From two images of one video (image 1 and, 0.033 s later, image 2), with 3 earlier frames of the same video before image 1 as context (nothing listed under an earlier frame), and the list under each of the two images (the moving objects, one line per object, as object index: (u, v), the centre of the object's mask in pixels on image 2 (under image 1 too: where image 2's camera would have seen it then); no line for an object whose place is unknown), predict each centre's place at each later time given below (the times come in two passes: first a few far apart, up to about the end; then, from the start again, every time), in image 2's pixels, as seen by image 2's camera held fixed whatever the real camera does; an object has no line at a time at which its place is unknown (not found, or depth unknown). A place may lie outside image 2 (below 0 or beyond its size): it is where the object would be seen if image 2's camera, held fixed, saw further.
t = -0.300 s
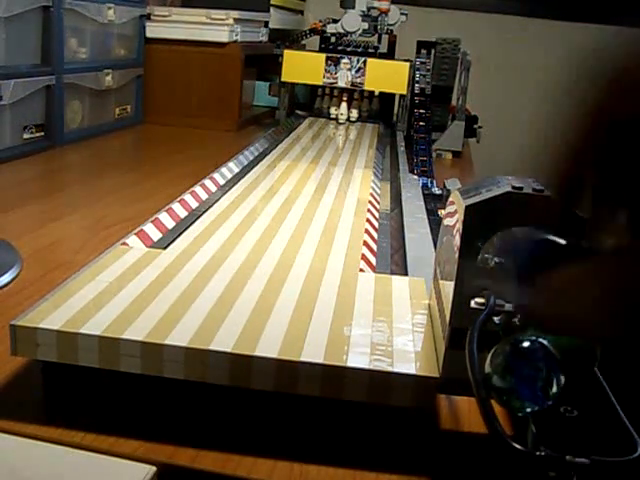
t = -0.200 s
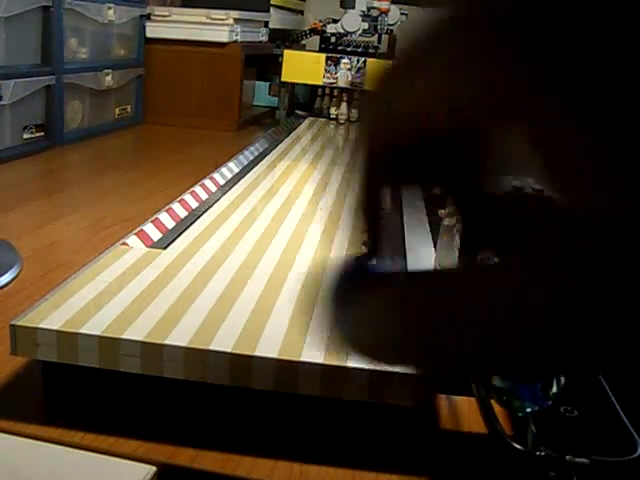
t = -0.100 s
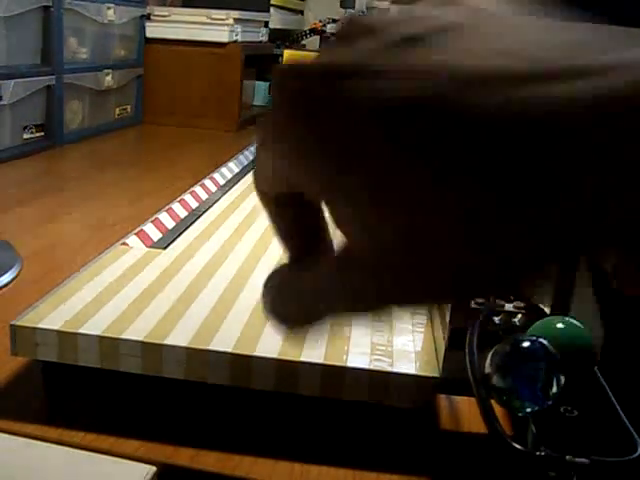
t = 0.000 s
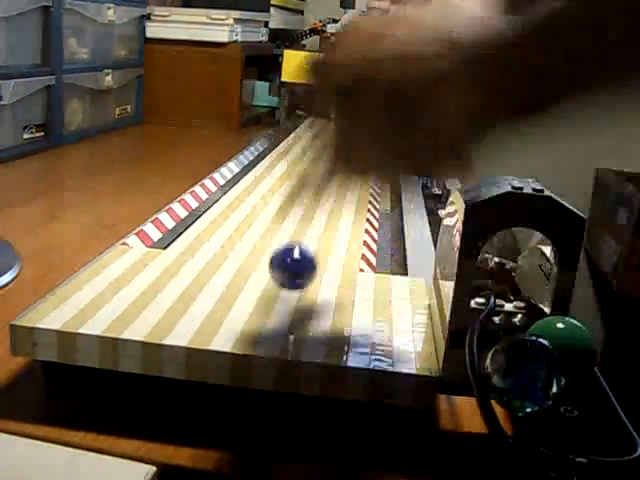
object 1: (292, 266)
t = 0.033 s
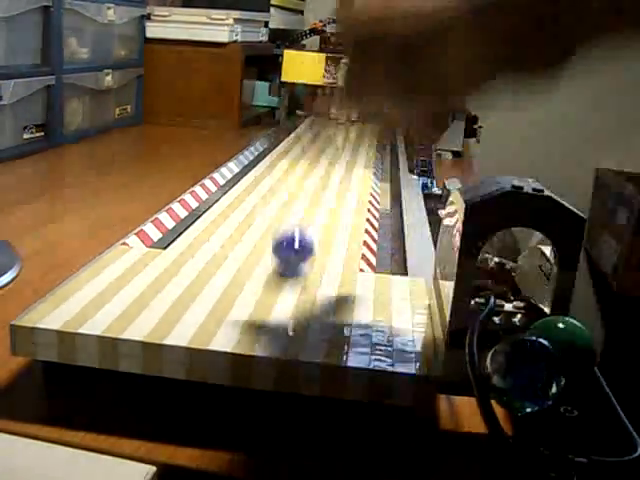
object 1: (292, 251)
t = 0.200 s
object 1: (297, 189)
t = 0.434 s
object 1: (309, 148)
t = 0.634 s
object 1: (317, 128)
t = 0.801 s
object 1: (323, 116)
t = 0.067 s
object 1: (292, 237)
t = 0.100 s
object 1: (293, 221)
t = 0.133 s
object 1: (294, 208)
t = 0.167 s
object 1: (296, 198)
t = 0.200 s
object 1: (297, 189)
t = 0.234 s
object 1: (299, 181)
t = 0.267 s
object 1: (301, 174)
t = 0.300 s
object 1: (302, 168)
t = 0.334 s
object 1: (304, 162)
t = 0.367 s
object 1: (305, 157)
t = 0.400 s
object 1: (307, 152)
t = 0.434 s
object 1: (309, 148)
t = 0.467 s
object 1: (310, 144)
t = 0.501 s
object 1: (311, 140)
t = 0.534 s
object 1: (312, 138)
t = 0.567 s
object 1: (314, 134)
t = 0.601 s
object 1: (315, 131)
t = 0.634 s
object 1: (317, 128)
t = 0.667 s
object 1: (318, 125)
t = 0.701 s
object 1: (320, 122)
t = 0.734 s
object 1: (321, 120)
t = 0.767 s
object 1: (321, 119)
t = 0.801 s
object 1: (323, 116)
